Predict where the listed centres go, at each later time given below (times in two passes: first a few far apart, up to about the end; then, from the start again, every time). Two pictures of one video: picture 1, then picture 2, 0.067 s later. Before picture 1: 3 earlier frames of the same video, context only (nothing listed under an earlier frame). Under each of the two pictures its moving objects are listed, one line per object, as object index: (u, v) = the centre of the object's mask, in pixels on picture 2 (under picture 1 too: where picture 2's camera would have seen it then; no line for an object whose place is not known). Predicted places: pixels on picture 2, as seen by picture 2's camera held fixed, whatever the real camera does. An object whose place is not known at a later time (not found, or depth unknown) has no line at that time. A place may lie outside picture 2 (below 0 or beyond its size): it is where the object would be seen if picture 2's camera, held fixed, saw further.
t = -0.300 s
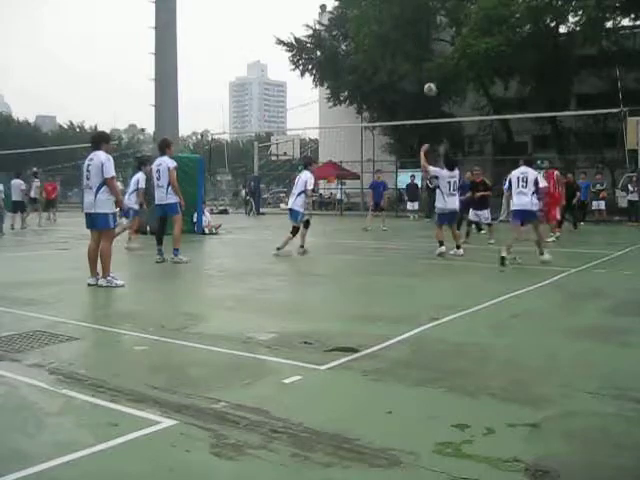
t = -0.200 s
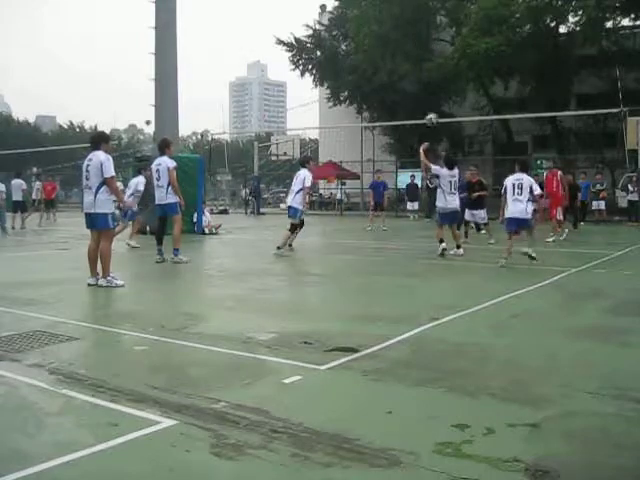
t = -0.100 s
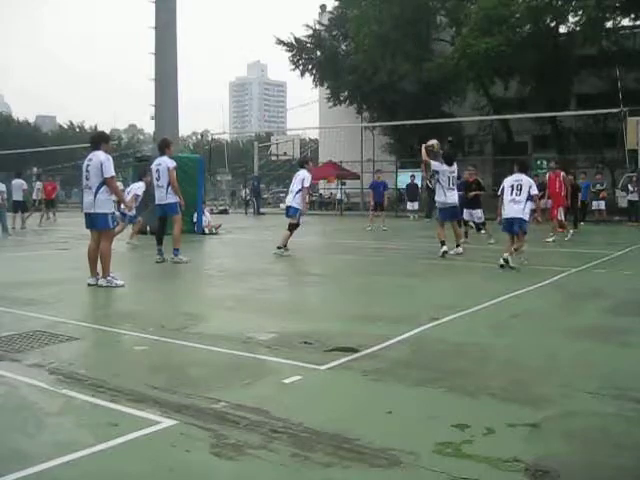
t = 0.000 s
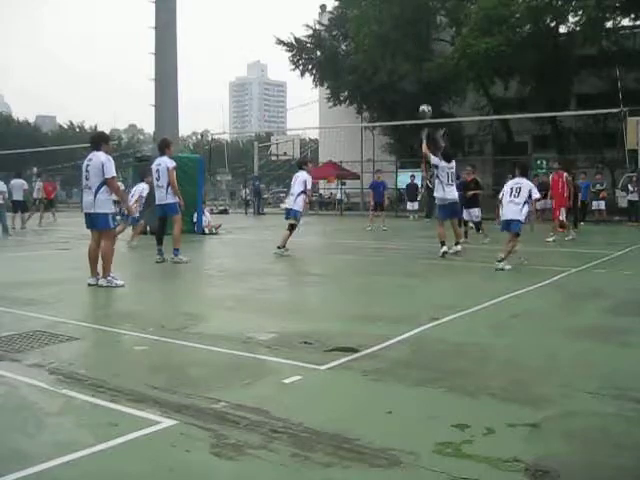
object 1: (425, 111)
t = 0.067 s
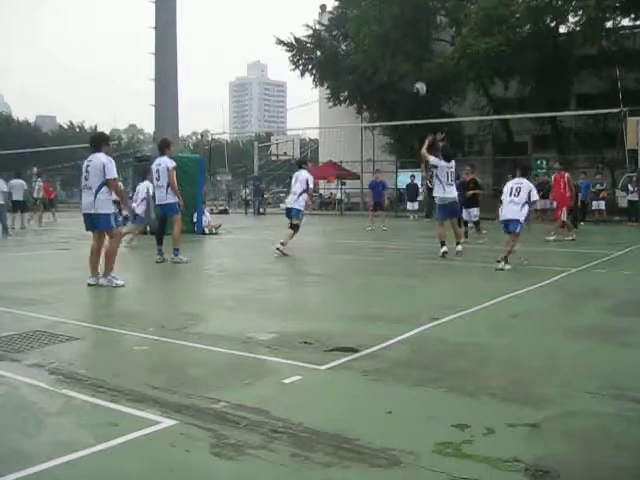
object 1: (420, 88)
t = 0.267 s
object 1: (403, 37)
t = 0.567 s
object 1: (383, 11)
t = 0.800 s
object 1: (368, 26)
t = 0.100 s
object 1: (417, 77)
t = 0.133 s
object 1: (414, 67)
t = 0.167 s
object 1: (412, 59)
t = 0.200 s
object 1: (409, 51)
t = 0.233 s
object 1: (406, 44)
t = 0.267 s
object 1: (403, 37)
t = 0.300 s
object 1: (401, 33)
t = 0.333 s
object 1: (398, 27)
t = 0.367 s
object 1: (396, 24)
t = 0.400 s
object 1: (394, 20)
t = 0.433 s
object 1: (392, 17)
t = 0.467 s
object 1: (389, 16)
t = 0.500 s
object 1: (388, 14)
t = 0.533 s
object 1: (385, 12)
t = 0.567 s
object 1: (383, 11)
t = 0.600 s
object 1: (380, 11)
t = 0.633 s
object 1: (379, 11)
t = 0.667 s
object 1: (377, 11)
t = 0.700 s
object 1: (374, 14)
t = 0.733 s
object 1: (371, 19)
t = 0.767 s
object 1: (369, 22)
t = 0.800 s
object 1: (368, 26)
